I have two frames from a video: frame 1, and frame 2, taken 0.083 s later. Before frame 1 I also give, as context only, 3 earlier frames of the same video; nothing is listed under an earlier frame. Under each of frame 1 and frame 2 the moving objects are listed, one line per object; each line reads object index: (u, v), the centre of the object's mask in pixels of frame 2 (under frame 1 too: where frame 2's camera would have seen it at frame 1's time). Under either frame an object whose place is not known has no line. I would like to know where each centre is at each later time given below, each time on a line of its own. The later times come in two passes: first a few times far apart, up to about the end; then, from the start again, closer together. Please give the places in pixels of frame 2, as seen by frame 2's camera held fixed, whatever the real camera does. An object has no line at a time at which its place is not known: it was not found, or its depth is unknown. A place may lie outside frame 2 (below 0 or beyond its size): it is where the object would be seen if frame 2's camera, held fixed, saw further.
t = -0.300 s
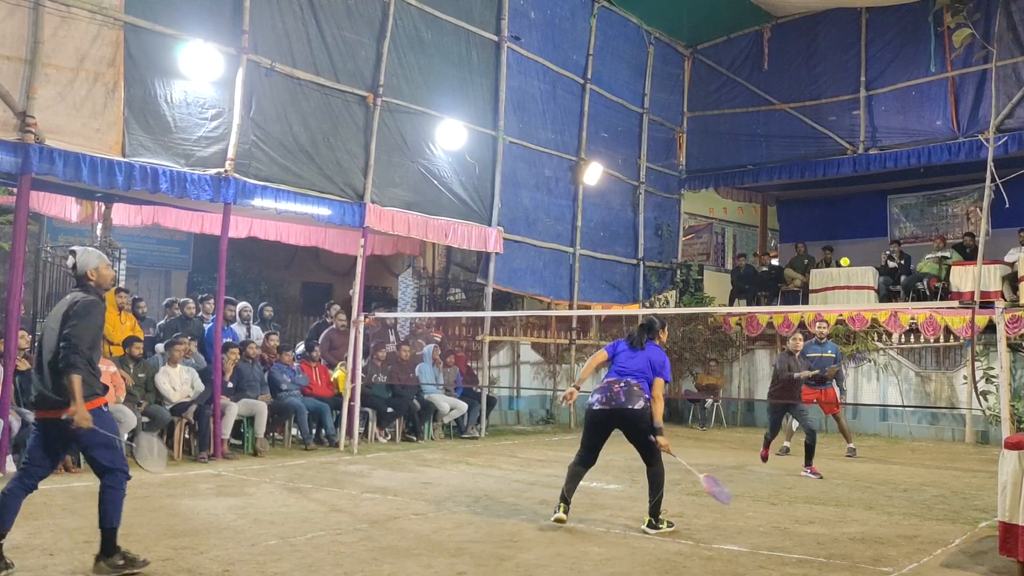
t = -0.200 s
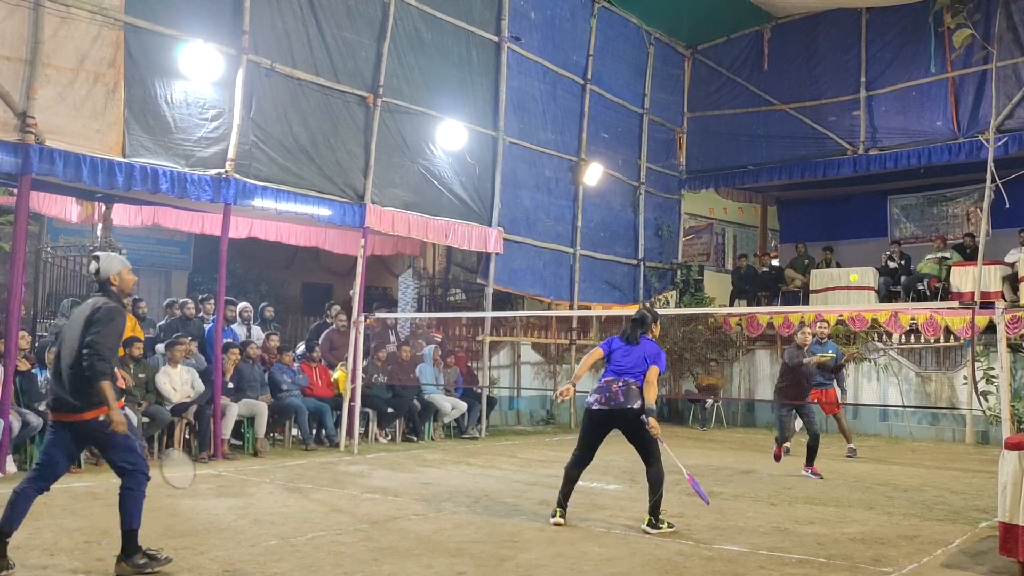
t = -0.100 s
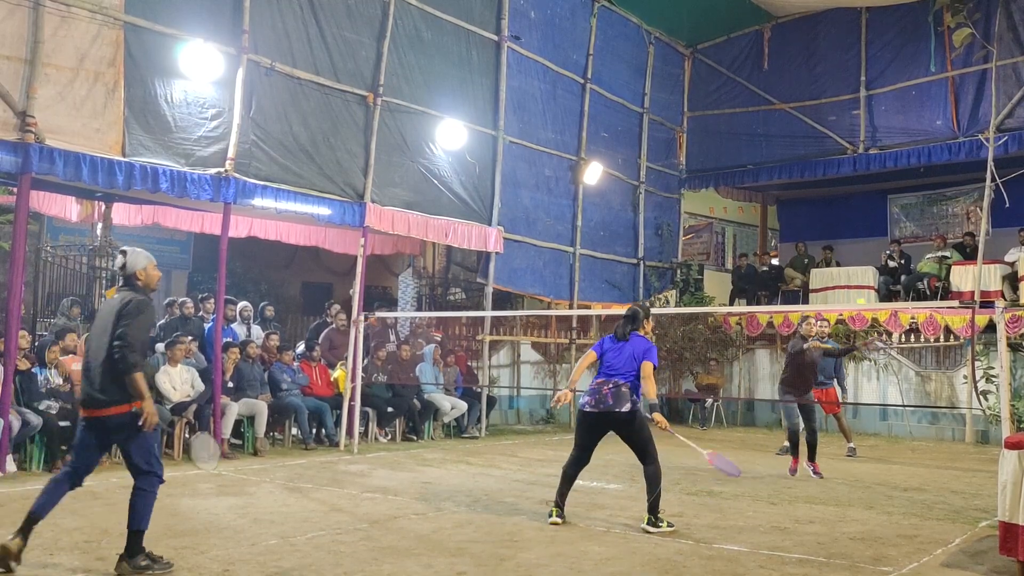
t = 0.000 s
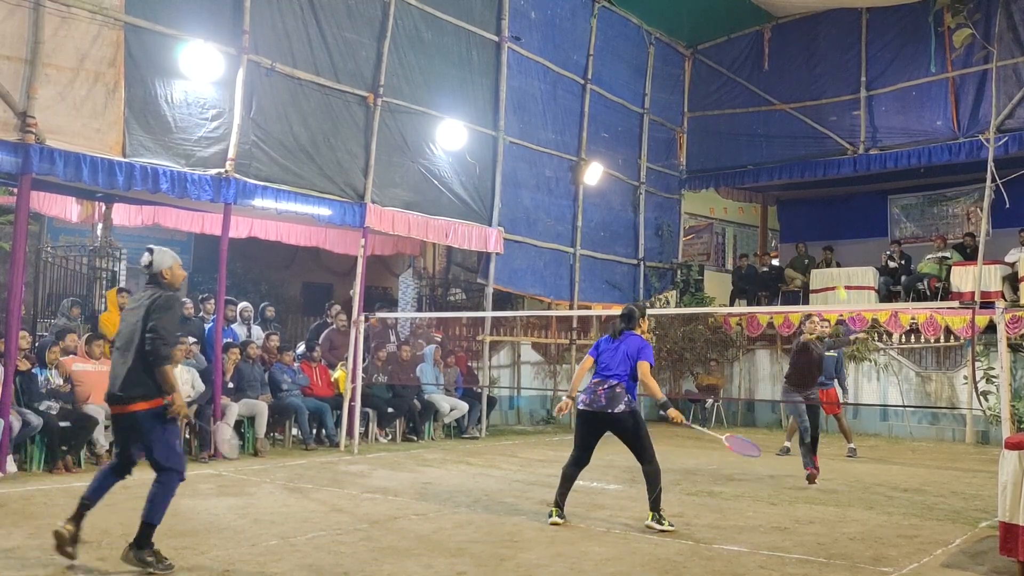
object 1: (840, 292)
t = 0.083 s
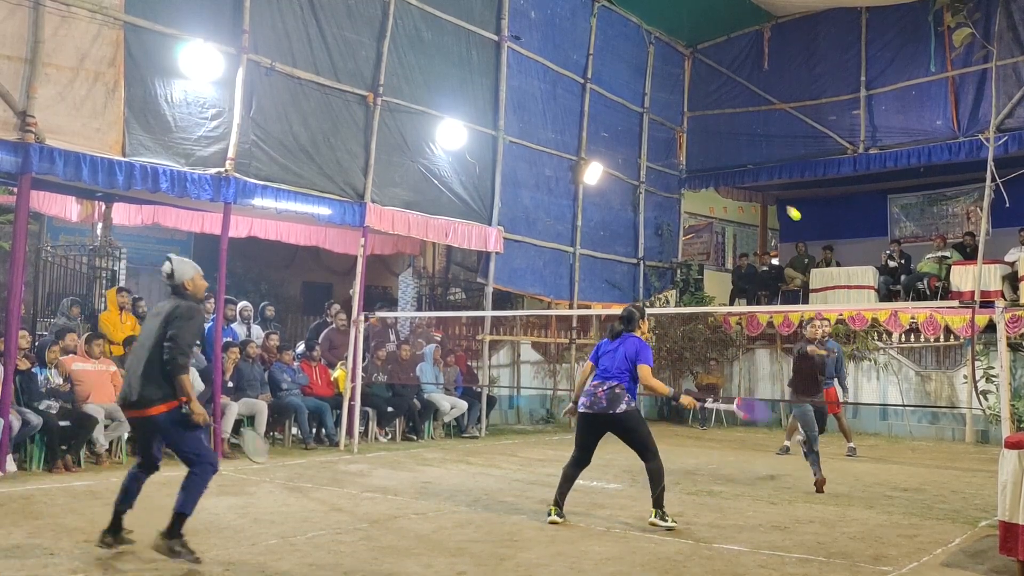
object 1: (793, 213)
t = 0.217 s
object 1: (716, 121)
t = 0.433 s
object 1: (592, 27)
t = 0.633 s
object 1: (467, 11)
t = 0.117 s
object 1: (773, 189)
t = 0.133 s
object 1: (764, 177)
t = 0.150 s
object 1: (754, 164)
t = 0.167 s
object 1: (745, 152)
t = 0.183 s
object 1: (735, 141)
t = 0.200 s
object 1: (726, 130)
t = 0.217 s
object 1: (716, 121)
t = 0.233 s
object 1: (707, 111)
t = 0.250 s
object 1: (697, 102)
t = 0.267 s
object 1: (688, 93)
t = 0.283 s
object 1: (679, 84)
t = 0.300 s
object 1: (669, 76)
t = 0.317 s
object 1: (660, 69)
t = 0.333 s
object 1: (650, 61)
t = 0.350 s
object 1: (641, 54)
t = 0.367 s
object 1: (631, 48)
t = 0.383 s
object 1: (621, 42)
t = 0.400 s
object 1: (612, 37)
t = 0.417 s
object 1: (602, 32)
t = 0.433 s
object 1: (592, 27)
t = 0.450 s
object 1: (582, 23)
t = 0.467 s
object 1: (572, 19)
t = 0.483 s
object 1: (562, 16)
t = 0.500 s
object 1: (552, 14)
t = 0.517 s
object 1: (542, 11)
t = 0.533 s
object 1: (531, 9)
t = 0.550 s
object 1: (521, 8)
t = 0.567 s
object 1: (511, 7)
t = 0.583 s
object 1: (499, 8)
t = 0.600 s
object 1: (489, 8)
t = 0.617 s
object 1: (478, 9)
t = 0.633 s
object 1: (467, 11)
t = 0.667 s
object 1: (445, 16)
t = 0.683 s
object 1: (433, 20)
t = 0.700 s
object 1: (422, 24)
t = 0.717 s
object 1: (411, 29)
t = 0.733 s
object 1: (399, 34)
